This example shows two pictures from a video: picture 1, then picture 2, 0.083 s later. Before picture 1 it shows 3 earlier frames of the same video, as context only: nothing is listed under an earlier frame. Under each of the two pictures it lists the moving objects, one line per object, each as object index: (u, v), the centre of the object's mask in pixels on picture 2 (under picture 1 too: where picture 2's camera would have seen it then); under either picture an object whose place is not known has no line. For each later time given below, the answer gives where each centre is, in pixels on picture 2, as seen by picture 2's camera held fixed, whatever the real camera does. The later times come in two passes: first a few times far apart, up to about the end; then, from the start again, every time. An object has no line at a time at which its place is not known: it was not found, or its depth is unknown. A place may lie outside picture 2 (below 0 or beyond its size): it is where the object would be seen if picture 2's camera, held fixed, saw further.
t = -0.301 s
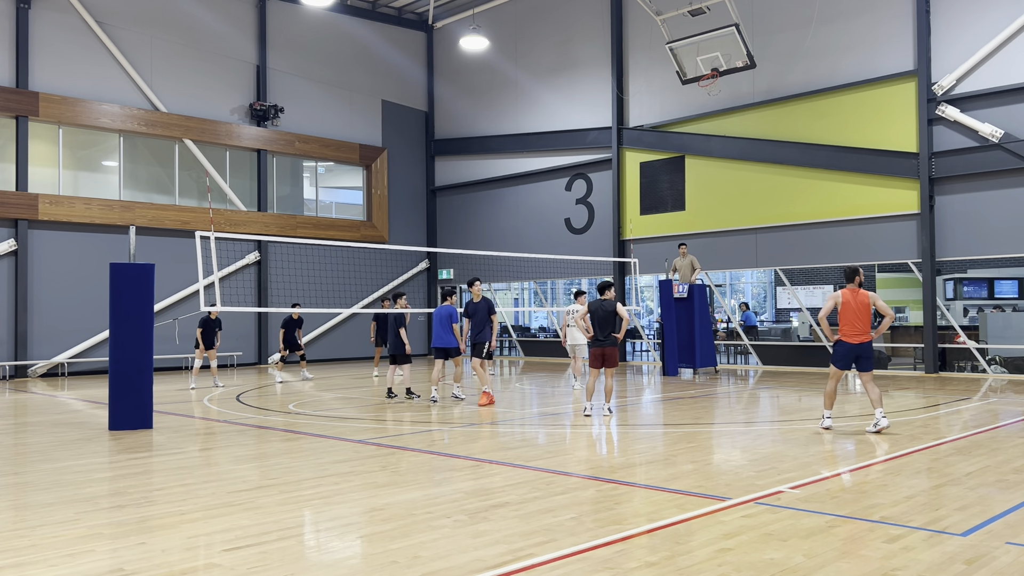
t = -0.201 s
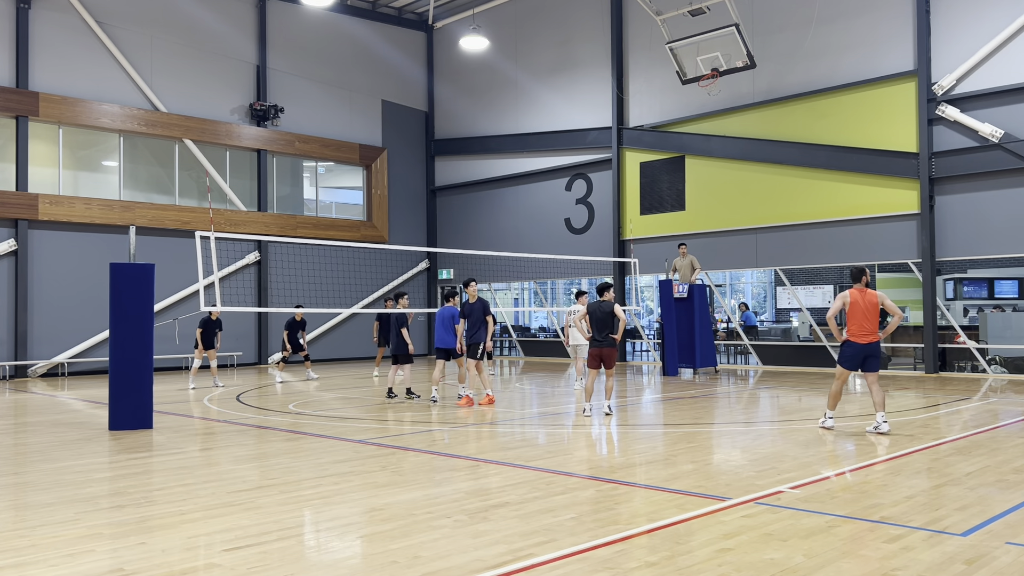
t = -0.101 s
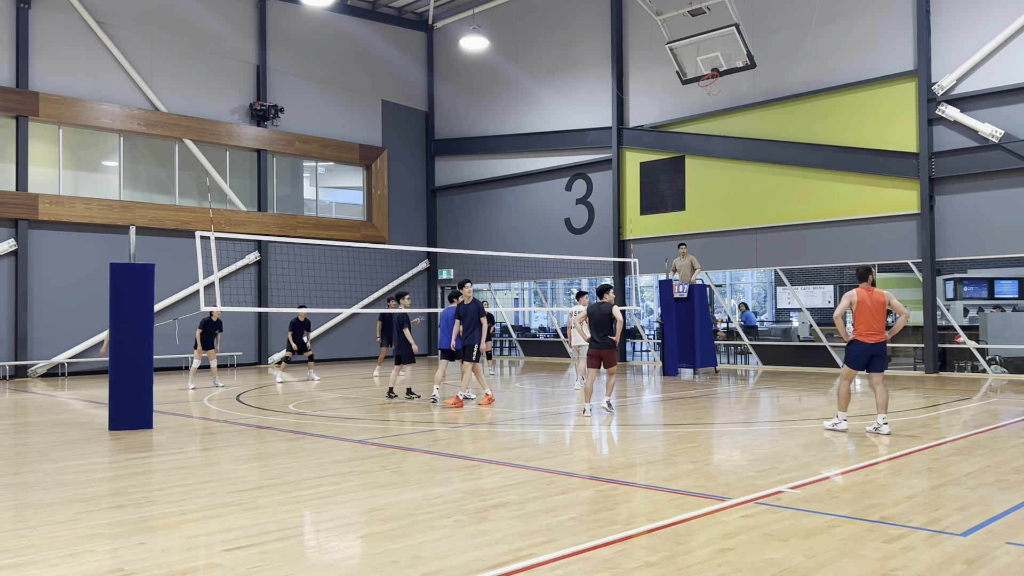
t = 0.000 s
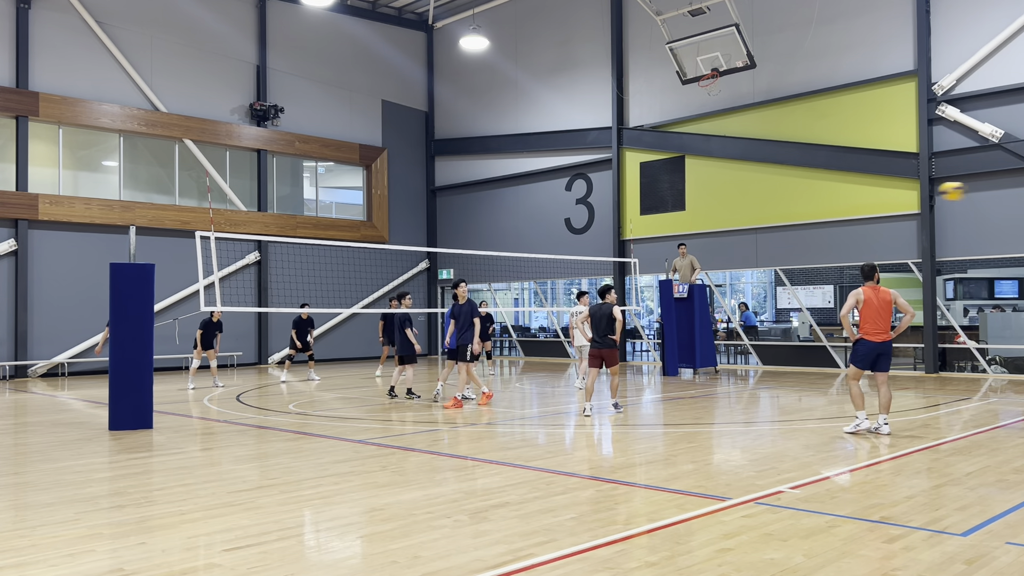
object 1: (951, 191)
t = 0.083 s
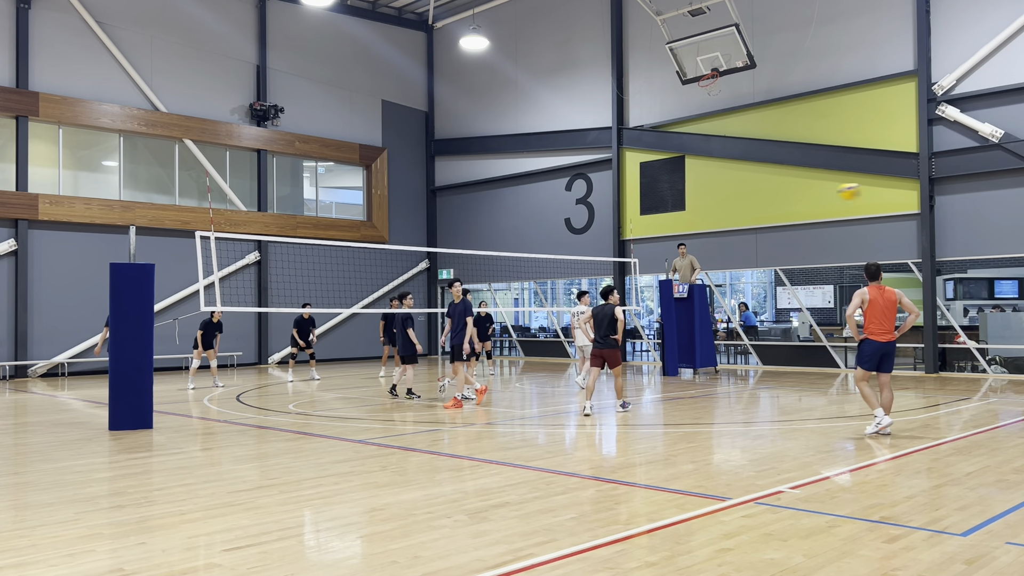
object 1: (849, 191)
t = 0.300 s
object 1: (648, 216)
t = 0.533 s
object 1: (505, 262)
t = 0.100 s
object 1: (830, 192)
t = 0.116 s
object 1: (811, 193)
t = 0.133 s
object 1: (794, 194)
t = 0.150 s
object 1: (778, 196)
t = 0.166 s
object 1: (761, 198)
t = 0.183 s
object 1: (745, 200)
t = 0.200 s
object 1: (730, 202)
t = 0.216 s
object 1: (716, 204)
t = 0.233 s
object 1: (701, 206)
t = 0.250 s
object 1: (687, 208)
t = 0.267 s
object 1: (674, 210)
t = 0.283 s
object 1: (660, 213)
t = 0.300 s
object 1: (648, 216)
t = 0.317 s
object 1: (635, 219)
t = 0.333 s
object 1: (622, 222)
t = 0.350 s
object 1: (612, 225)
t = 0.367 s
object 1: (600, 228)
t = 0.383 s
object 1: (589, 231)
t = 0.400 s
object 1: (579, 234)
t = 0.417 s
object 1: (568, 237)
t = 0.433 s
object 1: (558, 240)
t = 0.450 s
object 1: (549, 244)
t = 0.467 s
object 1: (540, 247)
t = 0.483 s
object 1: (531, 250)
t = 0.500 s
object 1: (522, 254)
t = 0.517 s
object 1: (513, 259)
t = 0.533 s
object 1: (505, 262)
